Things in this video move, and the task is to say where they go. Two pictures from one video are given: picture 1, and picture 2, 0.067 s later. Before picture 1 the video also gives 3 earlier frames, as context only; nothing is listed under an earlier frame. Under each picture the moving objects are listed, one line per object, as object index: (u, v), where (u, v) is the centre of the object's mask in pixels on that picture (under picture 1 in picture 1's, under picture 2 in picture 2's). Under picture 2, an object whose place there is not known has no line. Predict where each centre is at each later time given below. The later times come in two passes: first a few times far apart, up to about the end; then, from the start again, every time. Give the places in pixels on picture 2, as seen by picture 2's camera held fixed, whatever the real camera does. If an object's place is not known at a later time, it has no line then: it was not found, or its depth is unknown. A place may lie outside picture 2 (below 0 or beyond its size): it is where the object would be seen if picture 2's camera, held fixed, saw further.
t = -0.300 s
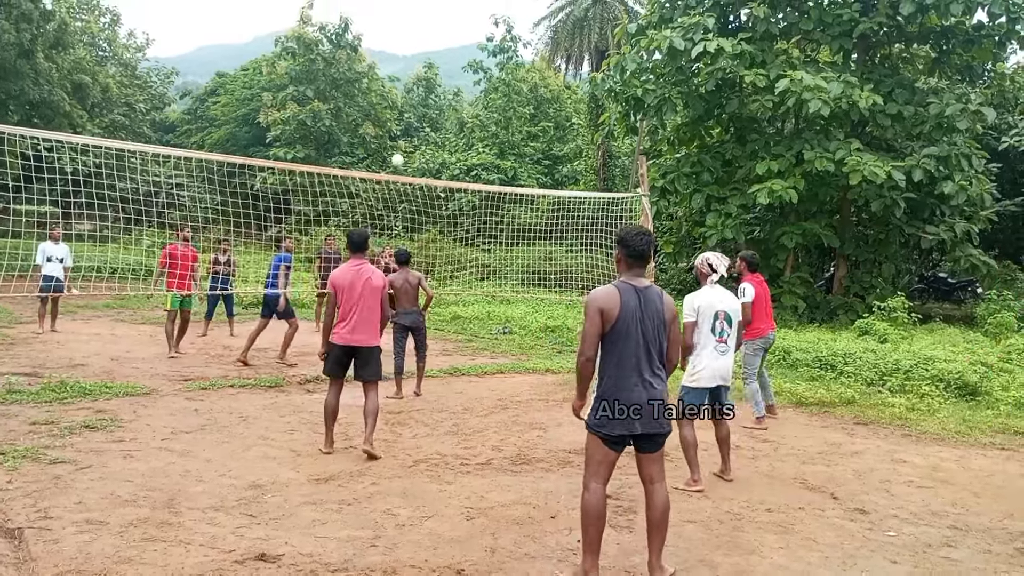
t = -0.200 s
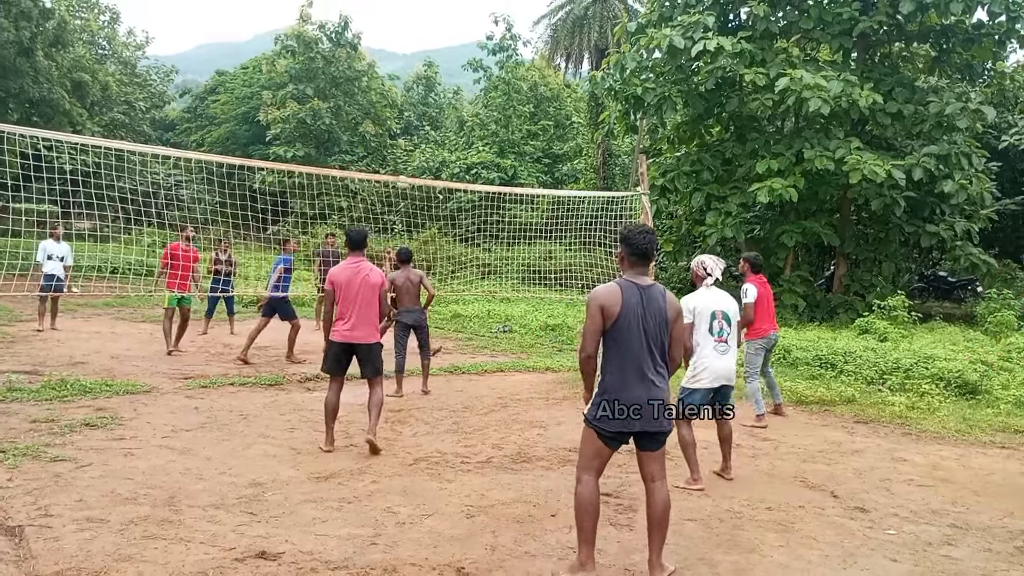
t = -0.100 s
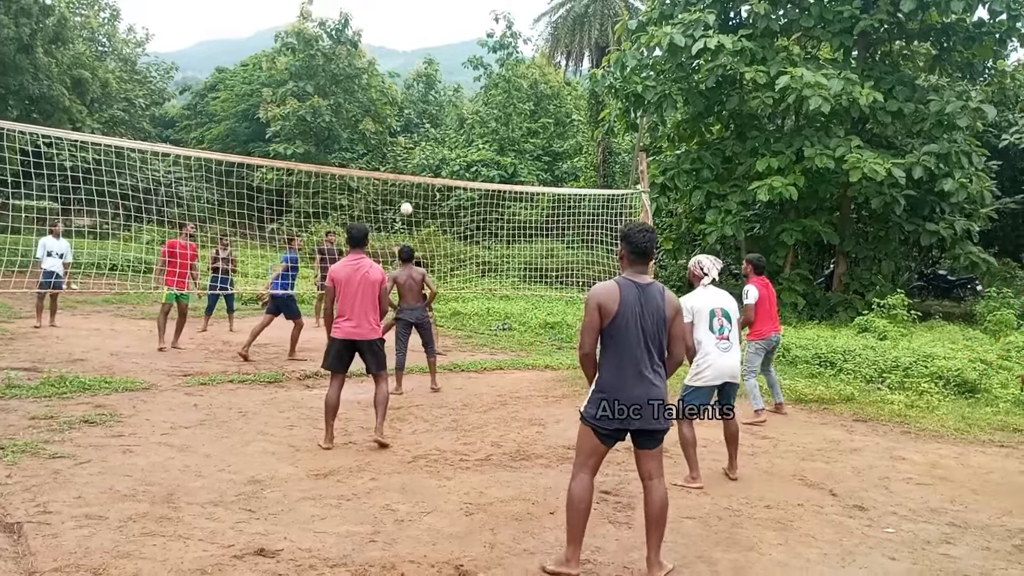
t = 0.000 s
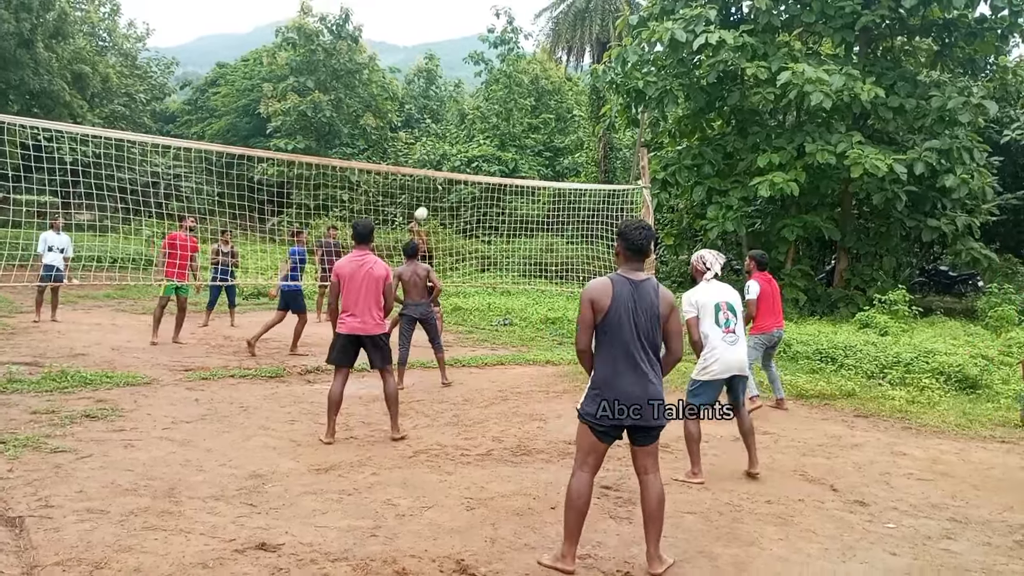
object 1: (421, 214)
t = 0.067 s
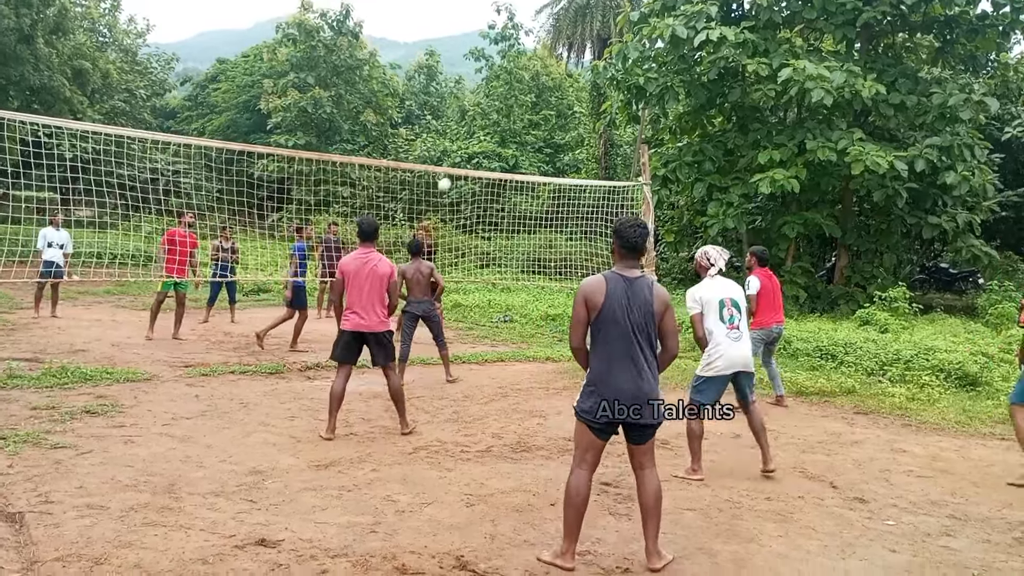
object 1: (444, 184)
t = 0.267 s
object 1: (520, 120)
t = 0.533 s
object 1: (639, 73)
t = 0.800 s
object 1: (786, 86)
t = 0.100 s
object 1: (456, 173)
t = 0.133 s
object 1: (468, 161)
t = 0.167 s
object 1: (480, 150)
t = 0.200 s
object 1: (493, 140)
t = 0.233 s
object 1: (506, 130)
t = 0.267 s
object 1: (520, 120)
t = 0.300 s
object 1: (534, 112)
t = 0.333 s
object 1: (548, 104)
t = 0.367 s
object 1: (562, 97)
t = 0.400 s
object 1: (577, 91)
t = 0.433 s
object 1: (592, 85)
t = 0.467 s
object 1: (606, 80)
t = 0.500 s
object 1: (623, 76)
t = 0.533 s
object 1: (639, 73)
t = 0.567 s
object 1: (655, 71)
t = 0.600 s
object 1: (672, 69)
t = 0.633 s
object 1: (690, 70)
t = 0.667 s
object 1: (708, 70)
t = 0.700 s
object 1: (727, 73)
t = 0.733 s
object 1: (746, 76)
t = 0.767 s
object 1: (766, 80)
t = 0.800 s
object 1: (786, 86)
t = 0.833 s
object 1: (806, 94)
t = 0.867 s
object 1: (827, 103)
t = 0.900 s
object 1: (848, 113)
